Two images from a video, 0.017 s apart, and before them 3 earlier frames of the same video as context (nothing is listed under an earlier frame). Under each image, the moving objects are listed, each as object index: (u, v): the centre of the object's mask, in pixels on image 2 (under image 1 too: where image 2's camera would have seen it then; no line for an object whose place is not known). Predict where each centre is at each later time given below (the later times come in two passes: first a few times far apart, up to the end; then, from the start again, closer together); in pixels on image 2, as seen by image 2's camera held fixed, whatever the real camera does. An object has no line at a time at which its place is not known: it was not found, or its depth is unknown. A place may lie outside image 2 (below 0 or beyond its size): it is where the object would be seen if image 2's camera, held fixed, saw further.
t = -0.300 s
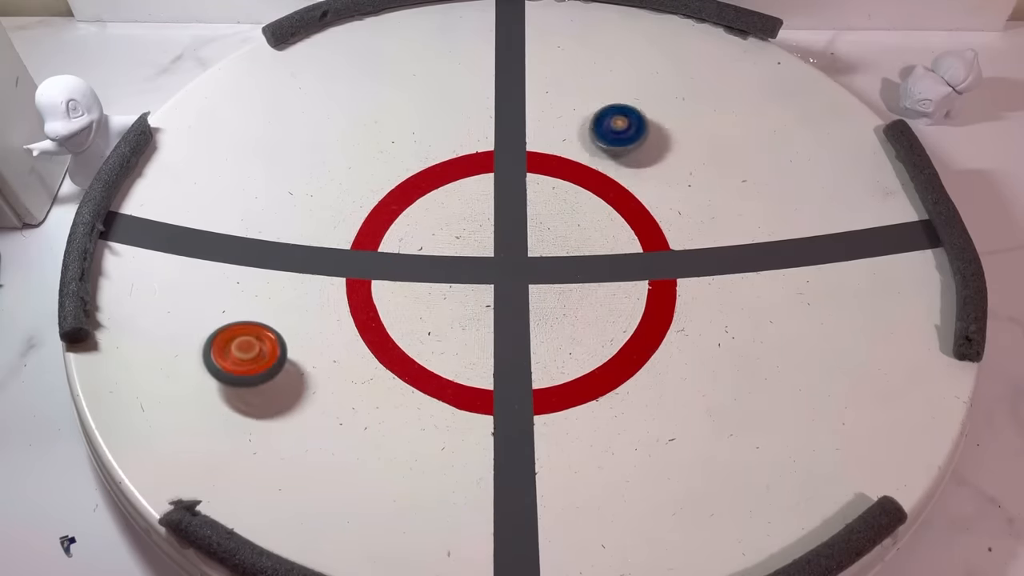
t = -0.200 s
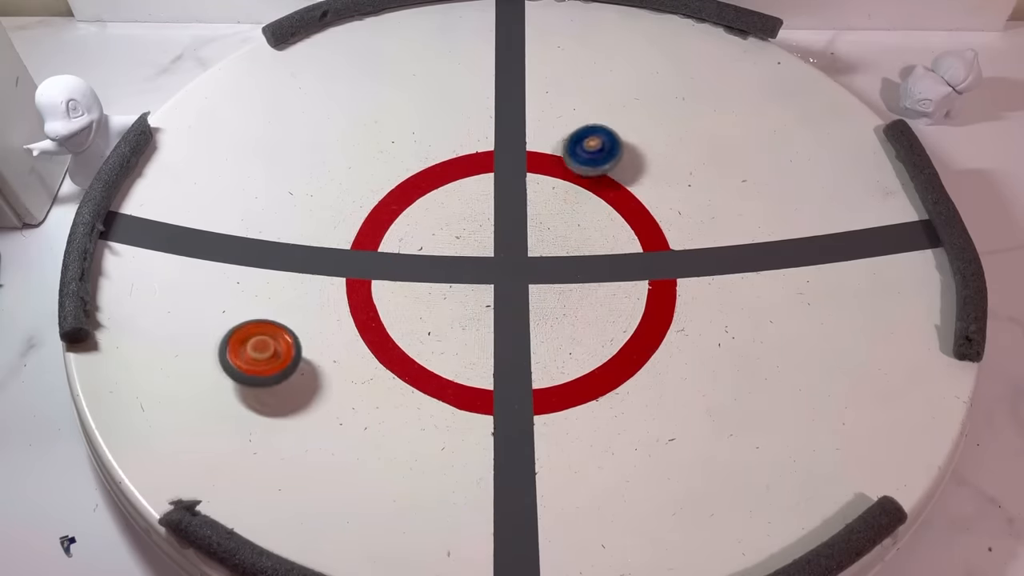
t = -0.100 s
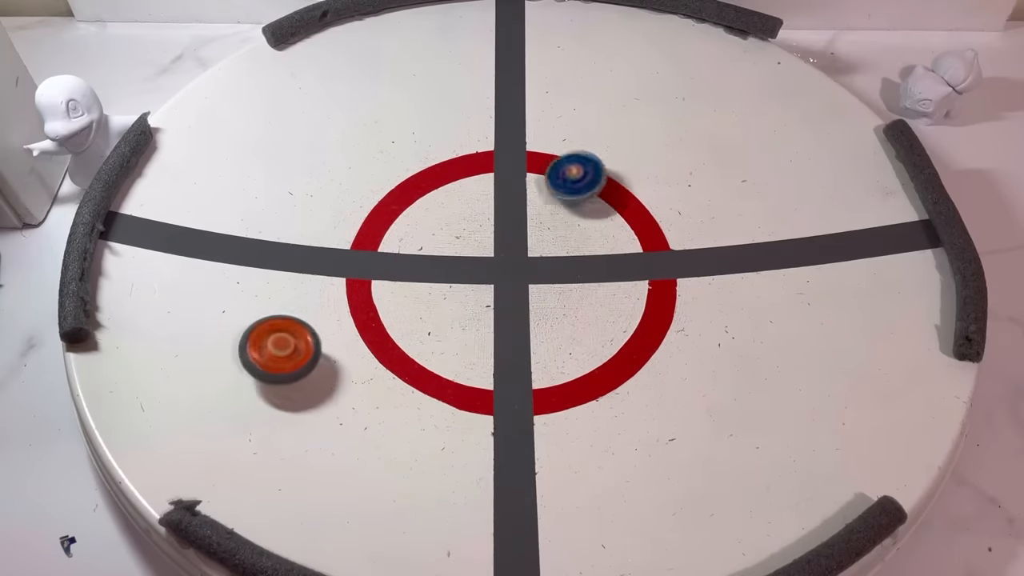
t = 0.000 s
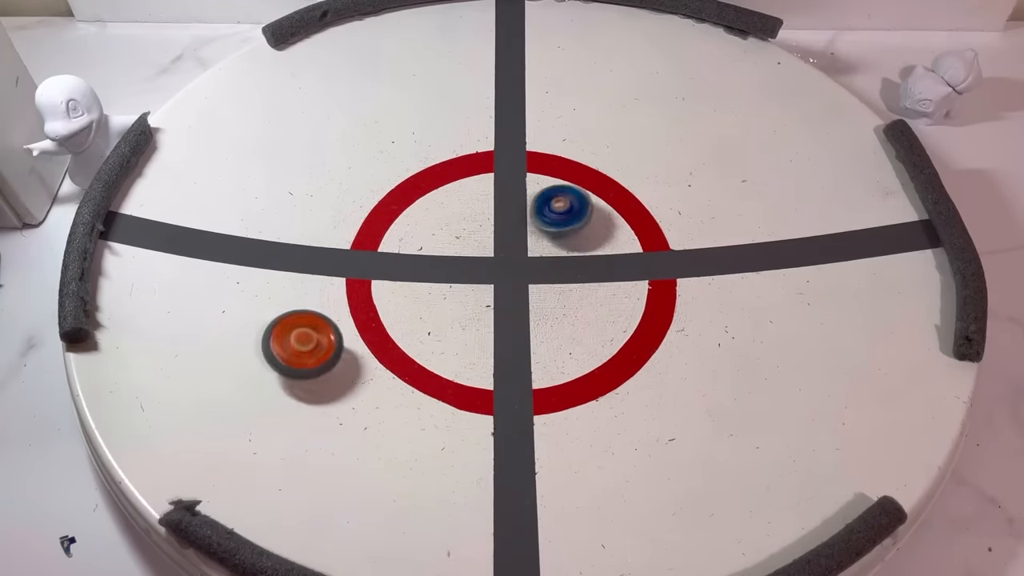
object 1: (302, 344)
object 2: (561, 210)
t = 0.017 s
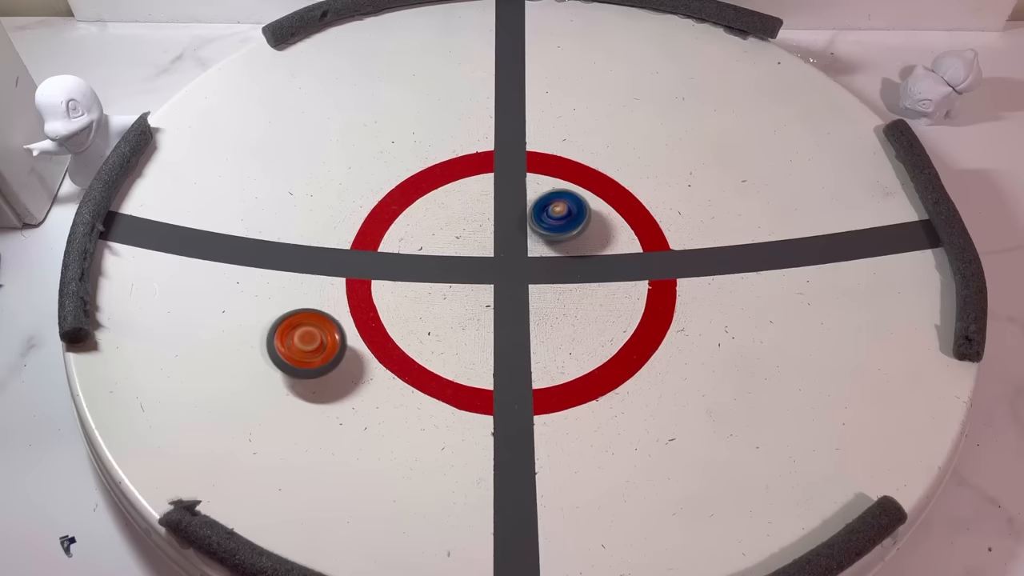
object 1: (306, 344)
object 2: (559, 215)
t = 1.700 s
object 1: (565, 370)
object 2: (382, 231)
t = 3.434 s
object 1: (512, 298)
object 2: (596, 246)
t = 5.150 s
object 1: (379, 286)
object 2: (561, 282)
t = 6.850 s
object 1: (454, 257)
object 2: (536, 224)
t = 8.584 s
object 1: (438, 269)
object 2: (563, 246)
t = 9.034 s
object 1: (459, 265)
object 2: (532, 253)
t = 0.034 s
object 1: (310, 342)
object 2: (557, 221)
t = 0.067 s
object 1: (317, 340)
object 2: (555, 233)
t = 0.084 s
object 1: (321, 339)
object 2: (554, 239)
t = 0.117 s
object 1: (328, 337)
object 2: (552, 251)
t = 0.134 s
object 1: (332, 335)
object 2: (551, 256)
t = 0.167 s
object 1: (339, 334)
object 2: (549, 266)
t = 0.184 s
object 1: (343, 333)
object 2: (549, 270)
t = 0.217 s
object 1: (349, 331)
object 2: (550, 283)
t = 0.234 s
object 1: (353, 330)
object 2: (550, 288)
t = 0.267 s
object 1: (360, 328)
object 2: (551, 299)
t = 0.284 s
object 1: (363, 328)
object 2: (552, 305)
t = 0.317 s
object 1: (370, 326)
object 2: (553, 315)
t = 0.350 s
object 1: (375, 325)
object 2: (556, 326)
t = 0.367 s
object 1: (379, 324)
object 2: (558, 331)
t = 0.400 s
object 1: (385, 324)
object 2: (561, 341)
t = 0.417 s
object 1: (388, 323)
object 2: (562, 345)
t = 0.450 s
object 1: (394, 321)
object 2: (566, 356)
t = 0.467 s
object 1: (397, 321)
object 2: (568, 360)
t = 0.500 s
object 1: (403, 320)
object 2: (573, 369)
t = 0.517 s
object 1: (407, 320)
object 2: (574, 372)
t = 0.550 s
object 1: (414, 319)
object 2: (580, 378)
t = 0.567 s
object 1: (417, 319)
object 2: (583, 381)
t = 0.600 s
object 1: (423, 319)
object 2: (591, 384)
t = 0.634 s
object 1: (430, 319)
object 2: (597, 386)
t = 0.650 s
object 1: (433, 319)
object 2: (600, 388)
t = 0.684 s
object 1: (439, 319)
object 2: (607, 388)
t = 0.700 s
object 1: (442, 320)
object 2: (610, 387)
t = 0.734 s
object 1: (449, 320)
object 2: (615, 384)
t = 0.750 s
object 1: (452, 320)
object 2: (617, 381)
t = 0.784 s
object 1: (458, 321)
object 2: (620, 375)
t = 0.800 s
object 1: (460, 321)
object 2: (620, 372)
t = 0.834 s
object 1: (466, 321)
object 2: (620, 363)
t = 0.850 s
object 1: (468, 322)
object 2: (619, 359)
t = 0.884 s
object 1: (475, 323)
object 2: (615, 351)
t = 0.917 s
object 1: (480, 324)
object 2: (610, 342)
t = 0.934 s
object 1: (482, 324)
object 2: (607, 339)
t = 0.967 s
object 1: (487, 325)
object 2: (601, 330)
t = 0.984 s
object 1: (490, 326)
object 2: (598, 326)
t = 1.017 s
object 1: (497, 327)
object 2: (590, 317)
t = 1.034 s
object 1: (499, 328)
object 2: (585, 313)
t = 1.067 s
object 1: (505, 329)
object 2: (576, 305)
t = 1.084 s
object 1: (507, 330)
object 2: (571, 301)
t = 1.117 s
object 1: (512, 332)
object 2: (562, 293)
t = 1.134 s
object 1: (514, 333)
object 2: (556, 289)
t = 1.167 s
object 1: (519, 335)
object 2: (546, 282)
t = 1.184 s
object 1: (521, 335)
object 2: (541, 279)
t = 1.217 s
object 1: (525, 337)
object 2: (530, 273)
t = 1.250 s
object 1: (529, 339)
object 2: (519, 267)
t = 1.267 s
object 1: (531, 340)
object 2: (514, 264)
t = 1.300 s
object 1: (534, 341)
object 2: (503, 258)
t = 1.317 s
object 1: (537, 342)
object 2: (497, 255)
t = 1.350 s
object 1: (540, 344)
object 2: (487, 250)
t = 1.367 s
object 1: (542, 345)
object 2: (481, 247)
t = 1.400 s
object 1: (545, 348)
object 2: (470, 242)
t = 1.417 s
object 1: (546, 349)
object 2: (464, 240)
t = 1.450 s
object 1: (549, 351)
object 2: (454, 236)
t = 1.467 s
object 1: (551, 352)
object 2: (448, 234)
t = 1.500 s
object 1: (554, 354)
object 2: (437, 231)
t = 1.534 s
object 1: (556, 357)
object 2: (428, 229)
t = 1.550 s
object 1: (557, 358)
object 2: (422, 228)
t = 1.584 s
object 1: (560, 361)
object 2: (412, 227)
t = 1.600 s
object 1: (561, 362)
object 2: (407, 227)
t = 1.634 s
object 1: (562, 365)
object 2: (397, 228)
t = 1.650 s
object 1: (563, 367)
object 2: (393, 228)
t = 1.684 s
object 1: (564, 369)
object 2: (385, 230)
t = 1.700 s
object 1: (565, 370)
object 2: (382, 231)
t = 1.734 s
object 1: (566, 373)
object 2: (378, 234)
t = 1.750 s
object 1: (567, 375)
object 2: (377, 235)
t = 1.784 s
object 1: (568, 378)
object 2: (374, 236)
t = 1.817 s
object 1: (568, 381)
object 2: (372, 238)
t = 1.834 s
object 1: (569, 382)
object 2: (370, 240)
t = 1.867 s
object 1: (570, 385)
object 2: (371, 245)
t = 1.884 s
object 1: (570, 386)
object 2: (372, 248)
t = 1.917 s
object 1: (570, 388)
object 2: (377, 253)
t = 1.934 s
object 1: (570, 389)
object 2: (380, 255)
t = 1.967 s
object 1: (569, 391)
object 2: (389, 259)
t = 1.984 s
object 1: (569, 392)
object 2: (394, 260)
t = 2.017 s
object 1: (568, 394)
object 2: (403, 263)
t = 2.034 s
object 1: (567, 395)
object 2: (409, 264)
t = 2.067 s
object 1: (566, 396)
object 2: (421, 265)
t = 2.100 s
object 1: (564, 398)
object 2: (433, 265)
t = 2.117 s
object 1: (562, 399)
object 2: (439, 265)
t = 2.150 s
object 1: (559, 400)
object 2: (450, 263)
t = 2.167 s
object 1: (558, 400)
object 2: (457, 263)
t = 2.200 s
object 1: (555, 400)
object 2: (469, 260)
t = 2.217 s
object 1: (553, 400)
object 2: (474, 259)
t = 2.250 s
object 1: (550, 400)
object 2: (486, 257)
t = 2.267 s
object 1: (549, 400)
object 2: (492, 255)
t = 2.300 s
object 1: (545, 399)
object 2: (503, 252)
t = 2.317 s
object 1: (544, 398)
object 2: (508, 250)
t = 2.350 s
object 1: (541, 395)
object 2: (520, 246)
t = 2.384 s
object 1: (539, 393)
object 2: (529, 242)
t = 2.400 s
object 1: (538, 391)
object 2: (534, 239)
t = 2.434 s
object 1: (535, 389)
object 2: (543, 234)
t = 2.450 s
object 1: (533, 388)
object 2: (548, 232)
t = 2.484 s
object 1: (531, 385)
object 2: (557, 227)
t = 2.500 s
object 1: (530, 383)
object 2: (561, 224)
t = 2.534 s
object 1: (528, 380)
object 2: (570, 220)
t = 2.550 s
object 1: (526, 378)
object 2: (573, 217)
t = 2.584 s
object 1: (524, 375)
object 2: (582, 212)
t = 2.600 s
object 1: (523, 373)
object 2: (585, 210)
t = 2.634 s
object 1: (521, 369)
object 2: (592, 205)
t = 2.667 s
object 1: (520, 365)
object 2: (598, 201)
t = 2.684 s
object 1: (519, 363)
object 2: (601, 198)
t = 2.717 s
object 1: (518, 359)
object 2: (606, 193)
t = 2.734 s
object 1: (518, 357)
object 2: (608, 190)
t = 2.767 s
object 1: (517, 353)
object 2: (611, 186)
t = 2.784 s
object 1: (517, 351)
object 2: (612, 183)
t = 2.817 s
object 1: (516, 347)
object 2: (612, 180)
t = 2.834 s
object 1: (516, 345)
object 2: (611, 178)
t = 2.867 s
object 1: (516, 340)
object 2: (610, 175)
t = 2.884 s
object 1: (516, 338)
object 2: (608, 175)
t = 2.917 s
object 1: (517, 334)
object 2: (606, 175)
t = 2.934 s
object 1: (517, 332)
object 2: (604, 175)
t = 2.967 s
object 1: (517, 328)
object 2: (600, 177)
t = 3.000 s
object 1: (518, 324)
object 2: (597, 181)
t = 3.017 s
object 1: (519, 322)
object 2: (597, 183)
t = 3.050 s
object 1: (520, 317)
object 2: (594, 187)
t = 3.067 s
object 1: (521, 315)
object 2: (593, 190)
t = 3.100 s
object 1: (522, 312)
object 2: (591, 194)
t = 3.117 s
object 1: (522, 310)
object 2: (590, 197)
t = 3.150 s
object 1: (524, 306)
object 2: (589, 203)
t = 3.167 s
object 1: (525, 305)
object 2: (588, 205)
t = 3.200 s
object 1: (527, 301)
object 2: (586, 211)
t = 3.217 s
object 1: (528, 299)
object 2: (584, 214)
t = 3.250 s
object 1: (530, 296)
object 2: (583, 221)
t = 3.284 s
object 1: (532, 293)
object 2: (582, 227)
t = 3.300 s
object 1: (534, 291)
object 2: (582, 231)
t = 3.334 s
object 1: (536, 287)
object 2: (581, 239)
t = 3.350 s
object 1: (538, 285)
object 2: (581, 242)
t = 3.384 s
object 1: (529, 290)
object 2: (588, 243)
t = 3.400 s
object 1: (523, 293)
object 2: (591, 244)
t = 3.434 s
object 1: (512, 298)
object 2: (596, 246)
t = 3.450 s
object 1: (508, 299)
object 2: (598, 248)
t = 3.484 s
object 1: (505, 301)
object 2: (603, 251)
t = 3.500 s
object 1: (506, 301)
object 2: (606, 253)
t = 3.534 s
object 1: (509, 300)
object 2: (611, 256)
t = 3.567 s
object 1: (513, 298)
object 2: (616, 259)
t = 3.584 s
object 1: (515, 297)
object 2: (618, 260)
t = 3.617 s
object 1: (519, 296)
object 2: (624, 264)
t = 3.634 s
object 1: (521, 296)
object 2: (628, 265)
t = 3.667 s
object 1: (524, 294)
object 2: (634, 265)
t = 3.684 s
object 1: (526, 294)
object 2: (635, 266)
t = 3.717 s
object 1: (529, 293)
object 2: (638, 268)
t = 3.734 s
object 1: (531, 292)
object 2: (639, 269)
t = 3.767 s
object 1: (535, 291)
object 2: (641, 271)
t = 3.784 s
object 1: (538, 291)
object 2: (642, 272)
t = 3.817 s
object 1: (541, 289)
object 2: (643, 272)
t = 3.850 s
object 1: (546, 289)
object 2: (644, 273)
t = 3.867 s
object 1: (547, 288)
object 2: (643, 273)
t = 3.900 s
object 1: (551, 287)
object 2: (643, 272)
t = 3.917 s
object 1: (553, 287)
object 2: (642, 272)
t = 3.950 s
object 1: (556, 286)
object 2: (640, 272)
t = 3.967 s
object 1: (558, 286)
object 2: (639, 272)
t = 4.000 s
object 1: (561, 286)
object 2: (635, 273)
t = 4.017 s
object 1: (563, 286)
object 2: (634, 273)
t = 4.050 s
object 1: (558, 286)
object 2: (634, 271)
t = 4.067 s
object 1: (552, 287)
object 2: (636, 270)
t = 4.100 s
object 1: (540, 285)
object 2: (636, 270)
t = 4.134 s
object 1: (532, 283)
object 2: (635, 270)
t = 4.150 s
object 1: (530, 282)
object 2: (634, 269)
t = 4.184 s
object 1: (527, 280)
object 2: (631, 268)
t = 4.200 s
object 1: (526, 281)
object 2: (628, 268)
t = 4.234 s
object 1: (525, 282)
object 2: (622, 268)
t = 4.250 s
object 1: (526, 283)
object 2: (619, 268)
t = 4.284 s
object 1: (525, 283)
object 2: (612, 270)
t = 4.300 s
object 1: (525, 283)
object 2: (610, 270)
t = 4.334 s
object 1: (526, 285)
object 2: (605, 272)
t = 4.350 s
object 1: (526, 286)
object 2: (601, 272)
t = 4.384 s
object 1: (526, 287)
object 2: (594, 274)
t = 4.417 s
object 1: (517, 287)
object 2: (596, 273)
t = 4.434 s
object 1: (500, 287)
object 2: (604, 271)
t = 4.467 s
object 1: (469, 290)
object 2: (618, 274)
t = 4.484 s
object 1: (459, 290)
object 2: (621, 274)
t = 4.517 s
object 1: (440, 293)
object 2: (627, 277)
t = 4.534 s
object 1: (433, 295)
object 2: (630, 279)
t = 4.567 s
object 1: (422, 294)
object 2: (633, 280)
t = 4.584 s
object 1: (419, 294)
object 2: (634, 280)
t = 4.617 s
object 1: (415, 295)
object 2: (635, 280)
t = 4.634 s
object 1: (413, 295)
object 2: (635, 280)
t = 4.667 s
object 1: (410, 296)
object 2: (636, 280)
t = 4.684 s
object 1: (409, 297)
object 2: (635, 280)
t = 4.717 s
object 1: (406, 297)
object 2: (634, 280)
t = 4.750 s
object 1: (402, 298)
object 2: (633, 280)
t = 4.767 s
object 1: (401, 298)
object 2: (632, 280)
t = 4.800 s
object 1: (398, 298)
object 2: (629, 278)
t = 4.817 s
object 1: (397, 298)
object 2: (627, 278)
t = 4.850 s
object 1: (394, 298)
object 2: (621, 278)
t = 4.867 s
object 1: (392, 298)
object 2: (619, 277)
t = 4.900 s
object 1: (389, 297)
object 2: (613, 277)
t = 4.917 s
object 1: (388, 297)
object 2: (611, 278)
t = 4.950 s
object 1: (386, 296)
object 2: (604, 278)
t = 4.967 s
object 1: (385, 295)
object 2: (600, 278)
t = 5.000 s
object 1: (384, 293)
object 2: (593, 279)
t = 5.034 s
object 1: (382, 291)
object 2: (586, 280)
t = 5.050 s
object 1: (381, 291)
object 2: (582, 280)
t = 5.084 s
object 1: (380, 289)
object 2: (575, 280)
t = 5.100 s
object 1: (379, 288)
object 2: (572, 281)
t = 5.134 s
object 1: (379, 287)
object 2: (564, 282)
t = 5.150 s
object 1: (379, 286)
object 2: (561, 282)
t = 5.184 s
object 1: (380, 284)
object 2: (554, 283)
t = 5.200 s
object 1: (380, 283)
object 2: (550, 283)
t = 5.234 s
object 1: (380, 280)
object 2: (543, 283)
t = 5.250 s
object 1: (380, 279)
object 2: (539, 284)
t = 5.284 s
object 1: (382, 276)
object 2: (532, 284)
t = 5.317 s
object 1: (384, 274)
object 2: (525, 285)
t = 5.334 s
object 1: (385, 273)
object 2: (522, 285)
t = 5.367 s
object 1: (387, 270)
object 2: (516, 285)
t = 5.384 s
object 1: (389, 268)
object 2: (513, 285)
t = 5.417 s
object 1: (391, 266)
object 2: (505, 284)
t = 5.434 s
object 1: (392, 265)
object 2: (503, 284)
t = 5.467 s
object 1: (396, 263)
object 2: (496, 284)
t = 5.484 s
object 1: (397, 262)
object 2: (493, 284)
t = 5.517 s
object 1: (400, 260)
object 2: (488, 283)
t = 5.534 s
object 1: (402, 259)
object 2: (484, 283)
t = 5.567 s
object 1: (406, 258)
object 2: (476, 282)
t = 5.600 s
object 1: (402, 251)
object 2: (478, 284)
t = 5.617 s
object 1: (391, 245)
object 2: (489, 290)
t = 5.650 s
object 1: (375, 232)
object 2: (503, 297)
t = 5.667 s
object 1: (369, 228)
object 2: (508, 299)
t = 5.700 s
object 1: (363, 216)
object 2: (515, 303)
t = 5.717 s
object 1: (360, 212)
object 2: (518, 303)
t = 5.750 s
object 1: (361, 208)
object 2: (525, 306)
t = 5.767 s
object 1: (362, 206)
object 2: (528, 306)
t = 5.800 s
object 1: (364, 205)
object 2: (535, 308)
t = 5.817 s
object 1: (365, 205)
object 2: (538, 309)
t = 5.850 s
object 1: (367, 205)
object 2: (546, 312)
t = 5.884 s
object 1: (368, 205)
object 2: (552, 312)
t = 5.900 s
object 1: (369, 204)
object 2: (556, 313)
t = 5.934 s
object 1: (373, 204)
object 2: (563, 314)
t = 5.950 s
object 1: (374, 203)
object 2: (566, 314)
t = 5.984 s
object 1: (378, 203)
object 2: (574, 313)
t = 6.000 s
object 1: (380, 203)
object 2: (577, 314)
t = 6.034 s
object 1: (383, 203)
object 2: (583, 313)
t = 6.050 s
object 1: (385, 203)
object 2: (586, 312)
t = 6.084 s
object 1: (388, 203)
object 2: (592, 311)
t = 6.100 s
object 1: (389, 203)
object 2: (594, 310)
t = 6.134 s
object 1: (393, 204)
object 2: (599, 307)
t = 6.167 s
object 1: (396, 204)
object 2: (604, 304)
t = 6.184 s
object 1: (398, 204)
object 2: (605, 302)
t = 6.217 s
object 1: (401, 206)
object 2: (607, 297)
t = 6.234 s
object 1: (403, 206)
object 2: (608, 295)
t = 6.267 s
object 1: (407, 208)
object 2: (608, 289)
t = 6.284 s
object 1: (409, 209)
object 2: (607, 286)
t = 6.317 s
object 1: (413, 211)
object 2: (607, 282)
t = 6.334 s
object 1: (414, 212)
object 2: (606, 280)
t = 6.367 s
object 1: (418, 214)
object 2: (604, 275)
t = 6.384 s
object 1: (420, 216)
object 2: (603, 273)
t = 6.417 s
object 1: (423, 219)
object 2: (600, 268)
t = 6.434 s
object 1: (425, 220)
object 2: (598, 266)
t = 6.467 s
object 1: (428, 223)
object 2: (595, 261)
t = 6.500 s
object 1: (431, 225)
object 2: (591, 258)
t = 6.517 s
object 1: (433, 227)
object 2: (589, 255)
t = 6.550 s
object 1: (435, 230)
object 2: (585, 251)
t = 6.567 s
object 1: (437, 231)
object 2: (583, 250)
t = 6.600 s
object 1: (439, 235)
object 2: (577, 245)
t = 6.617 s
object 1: (441, 236)
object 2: (575, 244)
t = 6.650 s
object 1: (443, 239)
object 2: (570, 241)
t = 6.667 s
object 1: (444, 241)
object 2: (567, 240)
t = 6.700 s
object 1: (446, 244)
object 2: (561, 236)
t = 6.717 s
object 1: (447, 245)
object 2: (559, 234)
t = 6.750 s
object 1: (449, 249)
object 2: (554, 232)
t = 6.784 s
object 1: (450, 251)
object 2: (548, 228)
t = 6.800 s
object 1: (451, 253)
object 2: (545, 228)
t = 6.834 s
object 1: (453, 256)
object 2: (540, 226)
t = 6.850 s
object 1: (454, 257)
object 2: (536, 224)
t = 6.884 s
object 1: (454, 261)
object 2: (531, 222)
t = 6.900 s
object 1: (455, 262)
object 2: (528, 222)
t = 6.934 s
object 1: (455, 266)
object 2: (522, 220)
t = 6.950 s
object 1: (456, 267)
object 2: (520, 219)
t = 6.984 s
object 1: (457, 270)
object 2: (514, 218)
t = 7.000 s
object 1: (457, 272)
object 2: (512, 218)
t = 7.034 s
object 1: (457, 275)
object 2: (506, 217)
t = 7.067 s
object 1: (457, 278)
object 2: (500, 217)
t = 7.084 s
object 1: (457, 280)
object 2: (497, 217)
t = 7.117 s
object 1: (457, 283)
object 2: (493, 218)
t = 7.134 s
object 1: (456, 285)
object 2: (491, 218)
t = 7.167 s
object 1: (456, 287)
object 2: (485, 220)
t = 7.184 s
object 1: (456, 288)
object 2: (482, 221)
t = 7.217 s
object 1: (455, 291)
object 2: (478, 223)
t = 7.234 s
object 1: (454, 292)
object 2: (476, 224)
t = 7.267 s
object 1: (454, 295)
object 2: (472, 228)
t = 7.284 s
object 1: (453, 296)
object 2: (471, 229)
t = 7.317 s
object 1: (451, 298)
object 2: (469, 232)
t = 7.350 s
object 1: (450, 300)
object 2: (467, 236)
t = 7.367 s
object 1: (449, 302)
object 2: (467, 238)
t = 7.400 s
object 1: (447, 304)
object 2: (467, 242)
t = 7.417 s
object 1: (446, 305)
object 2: (467, 245)
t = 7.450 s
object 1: (444, 307)
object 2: (467, 248)
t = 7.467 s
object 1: (443, 308)
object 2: (468, 251)
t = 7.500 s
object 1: (440, 309)
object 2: (470, 255)
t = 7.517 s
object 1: (439, 310)
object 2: (471, 257)
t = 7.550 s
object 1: (437, 311)
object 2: (474, 260)
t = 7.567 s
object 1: (435, 312)
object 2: (475, 262)
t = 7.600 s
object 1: (433, 313)
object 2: (478, 266)
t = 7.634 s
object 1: (430, 314)
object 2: (483, 268)
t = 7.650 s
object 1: (428, 314)
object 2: (484, 270)
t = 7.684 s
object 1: (426, 314)
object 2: (489, 273)
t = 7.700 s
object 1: (424, 314)
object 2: (491, 274)
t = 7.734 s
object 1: (422, 314)
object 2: (495, 277)
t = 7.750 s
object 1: (420, 314)
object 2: (498, 278)
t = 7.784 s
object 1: (418, 314)
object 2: (502, 280)
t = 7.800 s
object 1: (417, 314)
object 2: (504, 281)
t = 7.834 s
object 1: (414, 313)
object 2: (510, 282)
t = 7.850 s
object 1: (413, 313)
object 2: (513, 283)
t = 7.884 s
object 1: (410, 312)
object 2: (517, 284)
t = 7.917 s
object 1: (408, 311)
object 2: (523, 284)
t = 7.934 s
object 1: (407, 310)
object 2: (526, 284)
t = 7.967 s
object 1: (405, 308)
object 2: (532, 284)
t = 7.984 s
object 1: (405, 307)
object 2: (533, 284)
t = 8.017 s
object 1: (404, 305)
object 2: (540, 283)
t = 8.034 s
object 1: (403, 304)
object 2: (543, 282)
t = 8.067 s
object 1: (404, 302)
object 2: (547, 281)
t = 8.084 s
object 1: (403, 302)
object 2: (549, 281)
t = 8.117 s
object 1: (403, 299)
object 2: (555, 279)
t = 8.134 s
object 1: (403, 298)
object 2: (557, 277)
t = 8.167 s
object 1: (403, 296)
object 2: (560, 276)
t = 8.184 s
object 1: (404, 294)
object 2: (562, 275)
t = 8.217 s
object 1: (405, 293)
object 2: (566, 272)
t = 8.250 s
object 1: (407, 290)
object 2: (569, 270)
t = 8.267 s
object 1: (408, 289)
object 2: (569, 268)
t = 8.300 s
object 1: (410, 287)
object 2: (571, 266)
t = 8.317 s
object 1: (412, 285)
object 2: (571, 265)
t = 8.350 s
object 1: (415, 283)
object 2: (572, 262)
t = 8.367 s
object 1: (416, 281)
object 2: (573, 260)
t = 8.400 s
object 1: (419, 279)
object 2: (573, 258)
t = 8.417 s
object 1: (420, 278)
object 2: (573, 257)
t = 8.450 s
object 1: (423, 276)
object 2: (572, 254)
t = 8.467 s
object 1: (425, 275)
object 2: (571, 253)
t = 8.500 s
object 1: (429, 273)
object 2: (570, 251)
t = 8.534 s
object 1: (432, 271)
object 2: (567, 249)
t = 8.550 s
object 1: (434, 271)
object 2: (566, 248)
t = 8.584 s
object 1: (438, 269)
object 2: (563, 246)
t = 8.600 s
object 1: (439, 269)
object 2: (562, 245)
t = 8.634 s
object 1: (443, 267)
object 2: (558, 245)
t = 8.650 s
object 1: (445, 267)
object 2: (556, 244)
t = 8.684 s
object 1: (448, 266)
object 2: (552, 244)
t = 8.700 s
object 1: (450, 266)
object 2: (550, 244)
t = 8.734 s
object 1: (454, 265)
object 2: (546, 244)
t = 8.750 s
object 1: (456, 264)
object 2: (543, 244)
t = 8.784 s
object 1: (460, 264)
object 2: (541, 245)
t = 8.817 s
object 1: (464, 264)
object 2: (536, 247)
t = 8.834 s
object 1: (465, 264)
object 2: (534, 247)
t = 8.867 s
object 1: (466, 264)
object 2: (532, 248)
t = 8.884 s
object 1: (464, 264)
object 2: (532, 249)
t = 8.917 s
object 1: (461, 263)
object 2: (531, 251)
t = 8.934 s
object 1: (461, 263)
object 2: (531, 251)
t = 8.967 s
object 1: (461, 262)
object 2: (531, 252)
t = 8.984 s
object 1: (462, 263)
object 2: (530, 253)
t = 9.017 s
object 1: (463, 263)
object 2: (531, 253)
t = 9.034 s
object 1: (459, 265)
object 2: (532, 253)
